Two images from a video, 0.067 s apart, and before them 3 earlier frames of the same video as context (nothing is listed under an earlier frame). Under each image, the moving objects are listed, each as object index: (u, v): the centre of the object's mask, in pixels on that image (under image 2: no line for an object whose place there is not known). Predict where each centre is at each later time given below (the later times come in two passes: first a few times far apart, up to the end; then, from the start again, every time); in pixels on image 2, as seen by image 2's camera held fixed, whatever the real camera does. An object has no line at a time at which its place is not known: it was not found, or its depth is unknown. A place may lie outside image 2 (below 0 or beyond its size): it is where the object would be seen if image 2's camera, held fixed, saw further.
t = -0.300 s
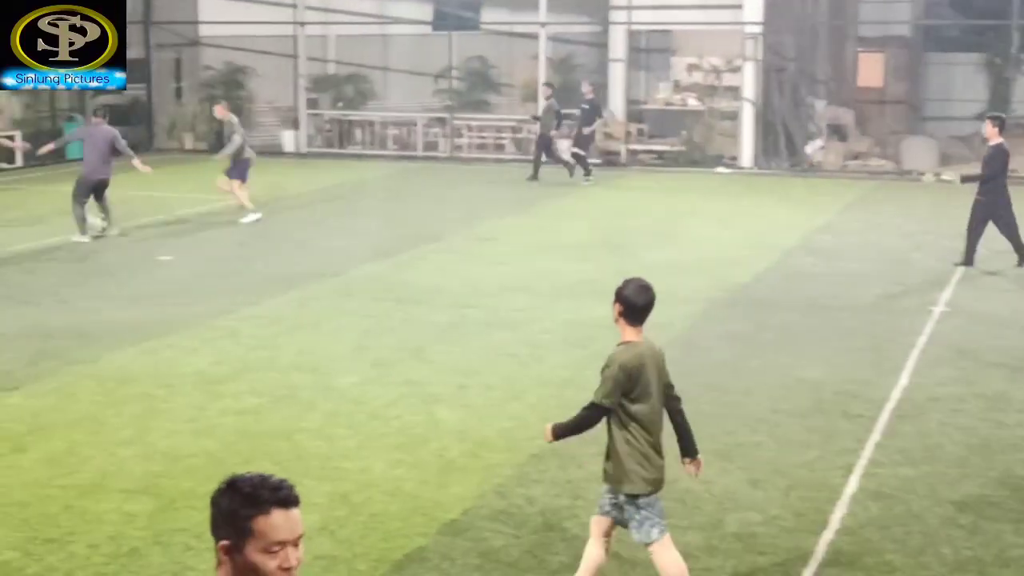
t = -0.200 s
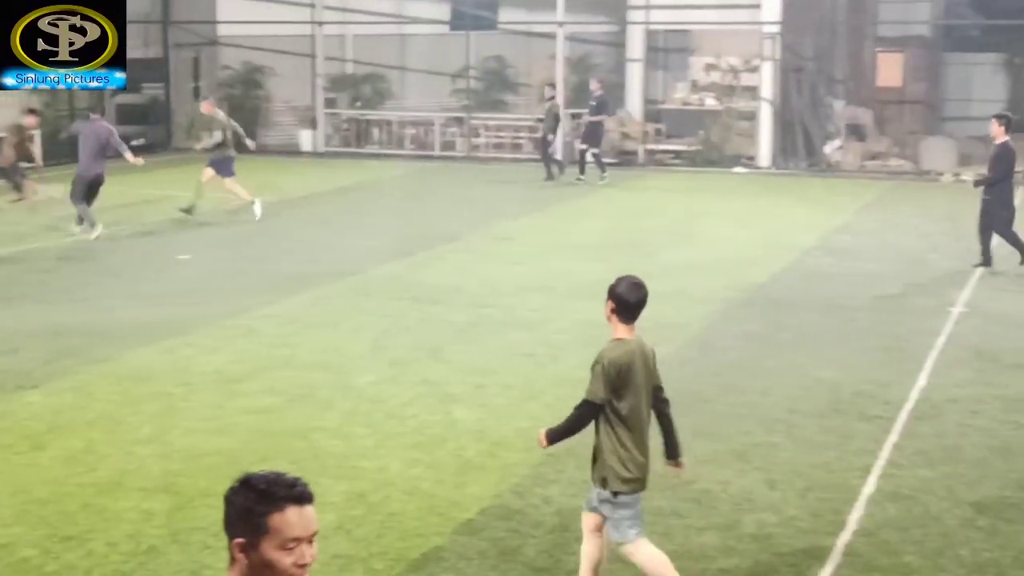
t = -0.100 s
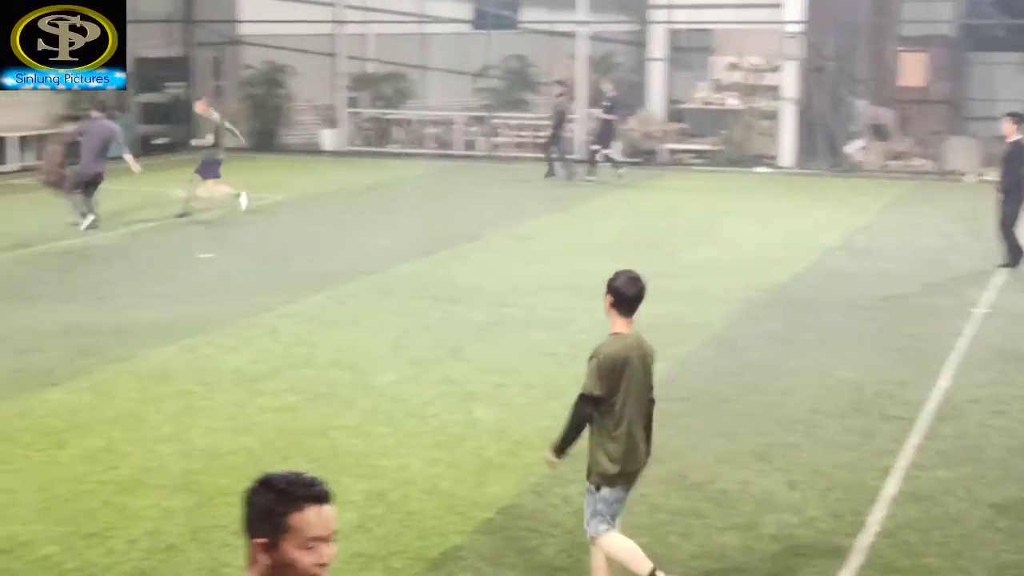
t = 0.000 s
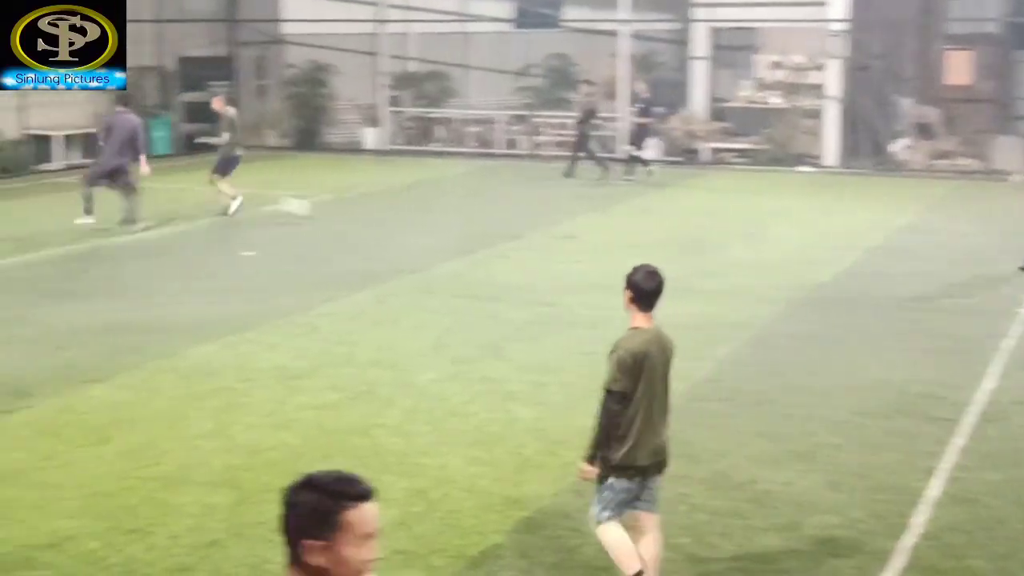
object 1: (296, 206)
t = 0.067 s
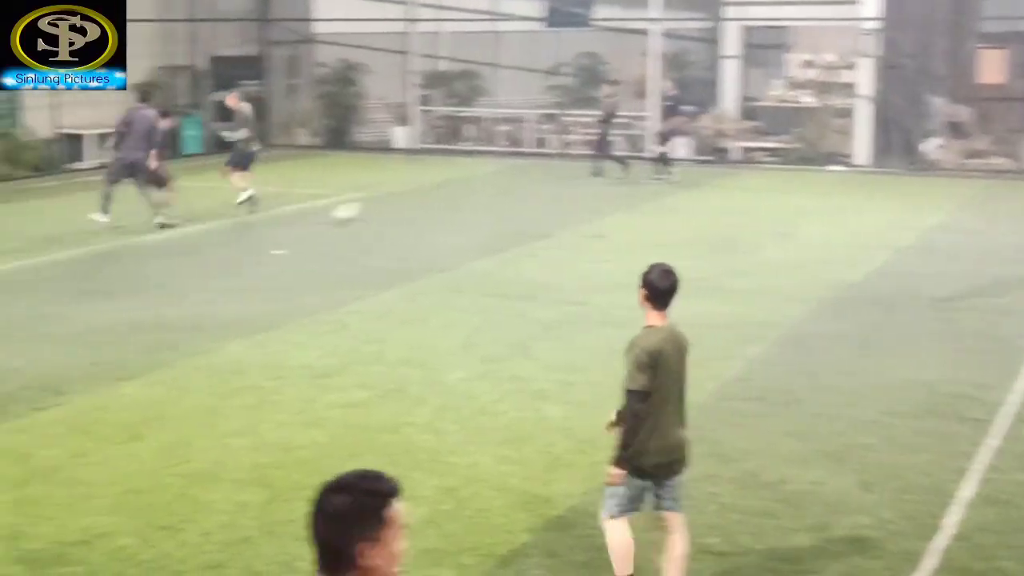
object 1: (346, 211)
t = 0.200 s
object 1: (379, 203)
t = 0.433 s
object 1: (442, 223)
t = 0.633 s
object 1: (491, 223)
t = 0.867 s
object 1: (550, 240)
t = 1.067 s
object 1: (601, 248)
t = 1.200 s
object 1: (637, 250)
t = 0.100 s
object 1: (355, 208)
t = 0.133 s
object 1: (362, 205)
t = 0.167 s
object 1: (370, 203)
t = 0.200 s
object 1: (379, 203)
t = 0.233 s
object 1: (388, 203)
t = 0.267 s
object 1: (397, 204)
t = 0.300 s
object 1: (406, 206)
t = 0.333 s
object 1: (415, 208)
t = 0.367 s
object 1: (424, 212)
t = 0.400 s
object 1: (432, 217)
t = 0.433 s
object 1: (442, 223)
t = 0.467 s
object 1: (452, 229)
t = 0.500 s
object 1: (460, 228)
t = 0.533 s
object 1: (467, 225)
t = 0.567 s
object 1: (475, 223)
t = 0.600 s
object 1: (483, 222)
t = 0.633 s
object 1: (491, 223)
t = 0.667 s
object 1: (500, 224)
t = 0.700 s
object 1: (508, 226)
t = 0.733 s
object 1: (515, 228)
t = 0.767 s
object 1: (524, 233)
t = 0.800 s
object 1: (532, 239)
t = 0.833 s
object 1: (540, 242)
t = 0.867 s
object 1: (550, 240)
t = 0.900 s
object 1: (558, 238)
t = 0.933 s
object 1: (566, 239)
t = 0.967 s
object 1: (575, 239)
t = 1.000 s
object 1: (584, 241)
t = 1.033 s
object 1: (592, 244)
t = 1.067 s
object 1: (601, 248)
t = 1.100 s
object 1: (611, 251)
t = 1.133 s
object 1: (618, 250)
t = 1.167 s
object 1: (628, 249)
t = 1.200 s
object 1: (637, 250)
